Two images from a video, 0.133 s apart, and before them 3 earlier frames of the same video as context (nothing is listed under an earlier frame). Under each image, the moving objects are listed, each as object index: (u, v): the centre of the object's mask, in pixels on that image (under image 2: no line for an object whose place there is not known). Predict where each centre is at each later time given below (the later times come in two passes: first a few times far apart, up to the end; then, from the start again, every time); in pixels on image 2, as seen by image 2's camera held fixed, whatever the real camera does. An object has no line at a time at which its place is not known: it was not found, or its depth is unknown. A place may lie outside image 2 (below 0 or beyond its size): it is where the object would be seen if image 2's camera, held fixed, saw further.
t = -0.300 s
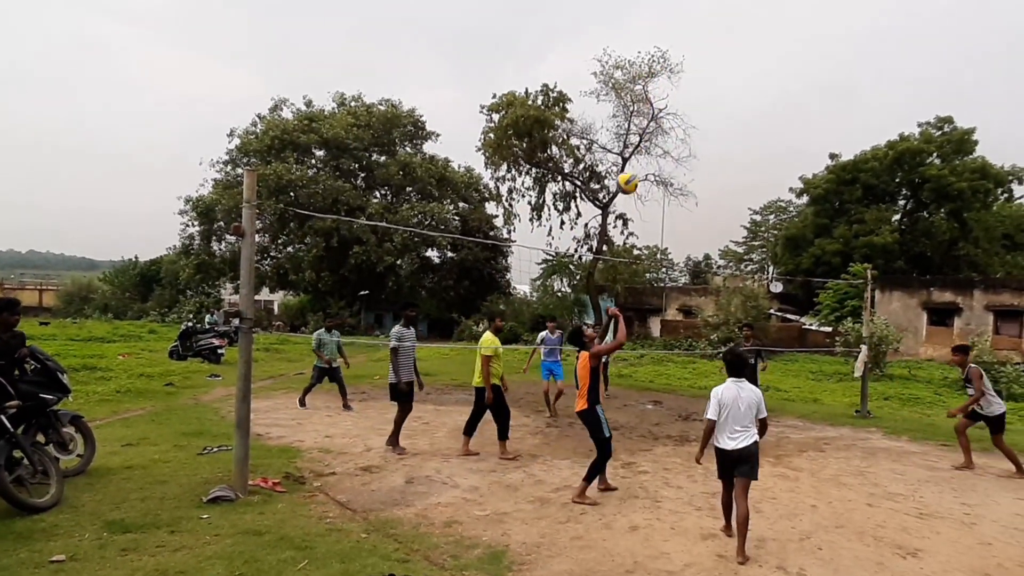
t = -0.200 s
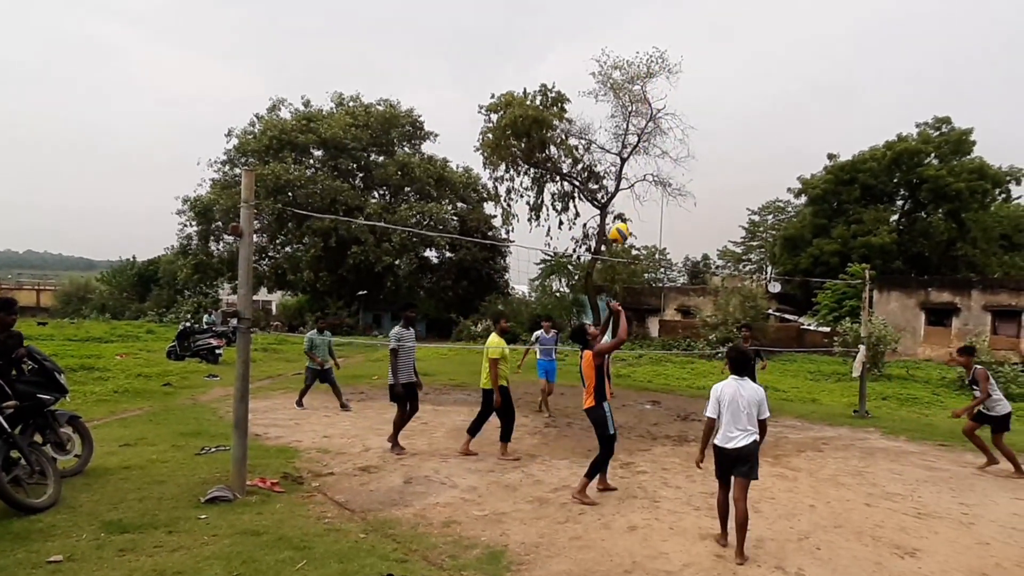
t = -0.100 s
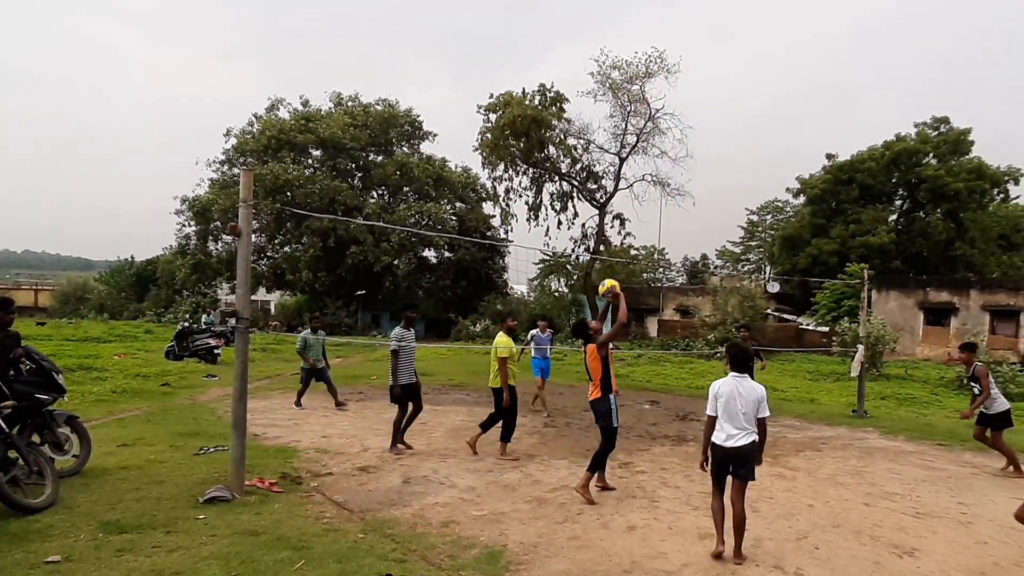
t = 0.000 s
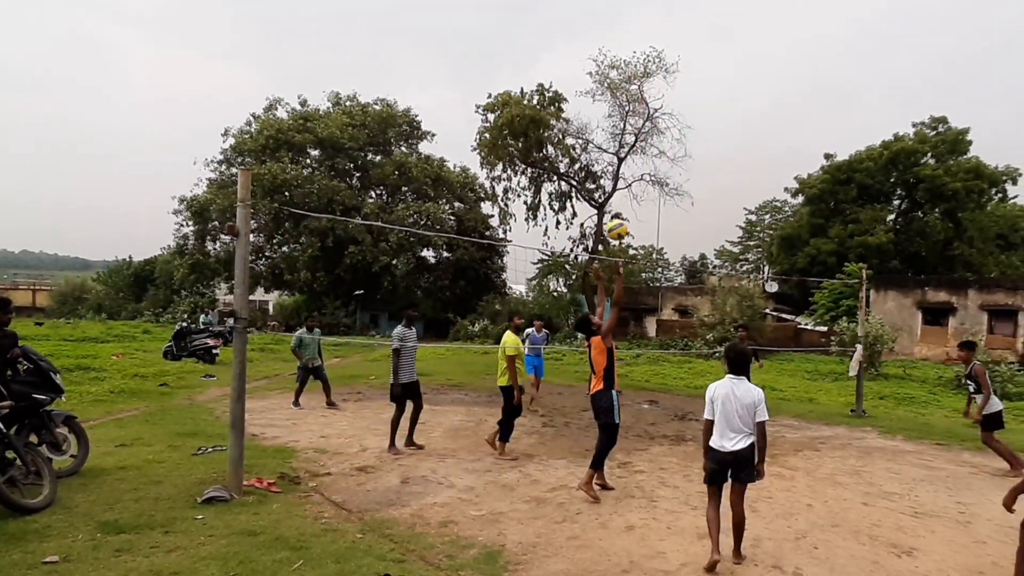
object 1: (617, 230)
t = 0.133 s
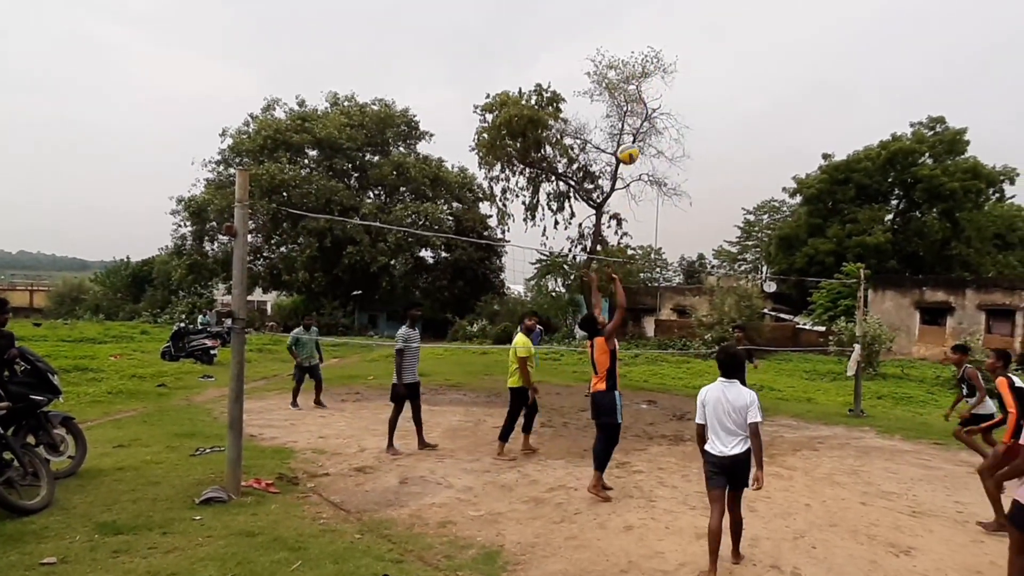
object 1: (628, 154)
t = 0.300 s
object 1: (641, 89)
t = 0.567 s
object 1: (656, 46)
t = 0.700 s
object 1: (661, 50)
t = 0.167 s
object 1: (631, 138)
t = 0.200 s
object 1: (634, 124)
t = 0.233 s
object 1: (636, 111)
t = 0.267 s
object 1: (639, 100)
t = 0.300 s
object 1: (641, 89)
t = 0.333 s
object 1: (643, 80)
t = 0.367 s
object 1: (646, 72)
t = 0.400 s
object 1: (648, 64)
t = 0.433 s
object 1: (650, 58)
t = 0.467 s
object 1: (651, 54)
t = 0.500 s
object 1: (653, 50)
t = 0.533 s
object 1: (655, 47)
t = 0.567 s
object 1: (656, 46)
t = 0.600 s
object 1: (658, 45)
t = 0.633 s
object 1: (659, 46)
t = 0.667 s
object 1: (660, 47)
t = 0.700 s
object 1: (661, 50)
